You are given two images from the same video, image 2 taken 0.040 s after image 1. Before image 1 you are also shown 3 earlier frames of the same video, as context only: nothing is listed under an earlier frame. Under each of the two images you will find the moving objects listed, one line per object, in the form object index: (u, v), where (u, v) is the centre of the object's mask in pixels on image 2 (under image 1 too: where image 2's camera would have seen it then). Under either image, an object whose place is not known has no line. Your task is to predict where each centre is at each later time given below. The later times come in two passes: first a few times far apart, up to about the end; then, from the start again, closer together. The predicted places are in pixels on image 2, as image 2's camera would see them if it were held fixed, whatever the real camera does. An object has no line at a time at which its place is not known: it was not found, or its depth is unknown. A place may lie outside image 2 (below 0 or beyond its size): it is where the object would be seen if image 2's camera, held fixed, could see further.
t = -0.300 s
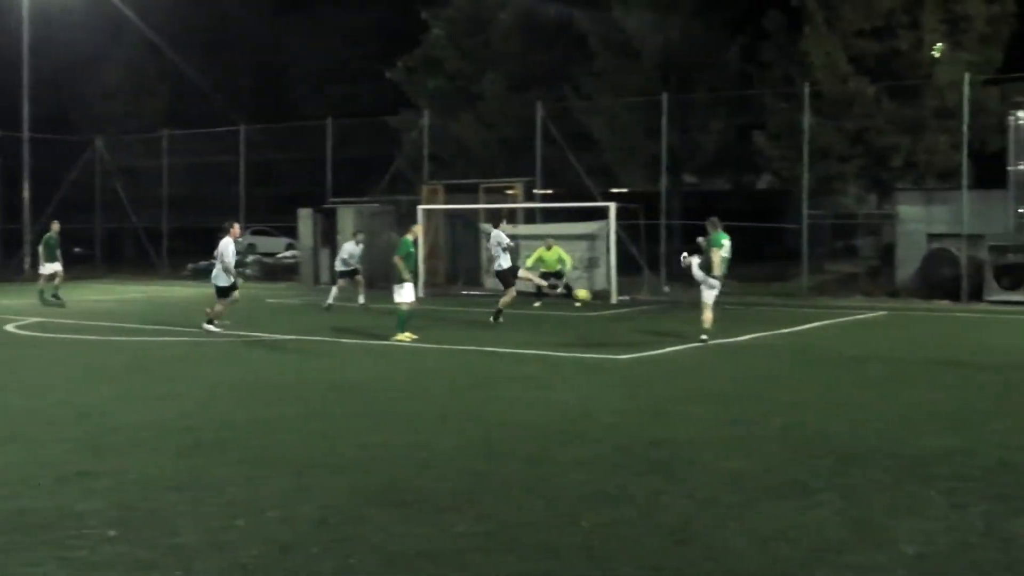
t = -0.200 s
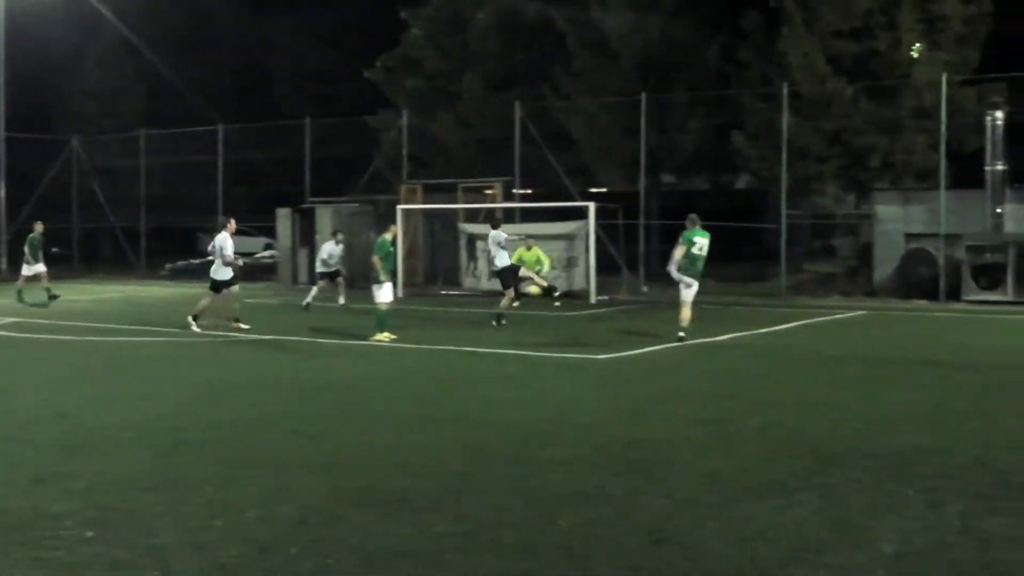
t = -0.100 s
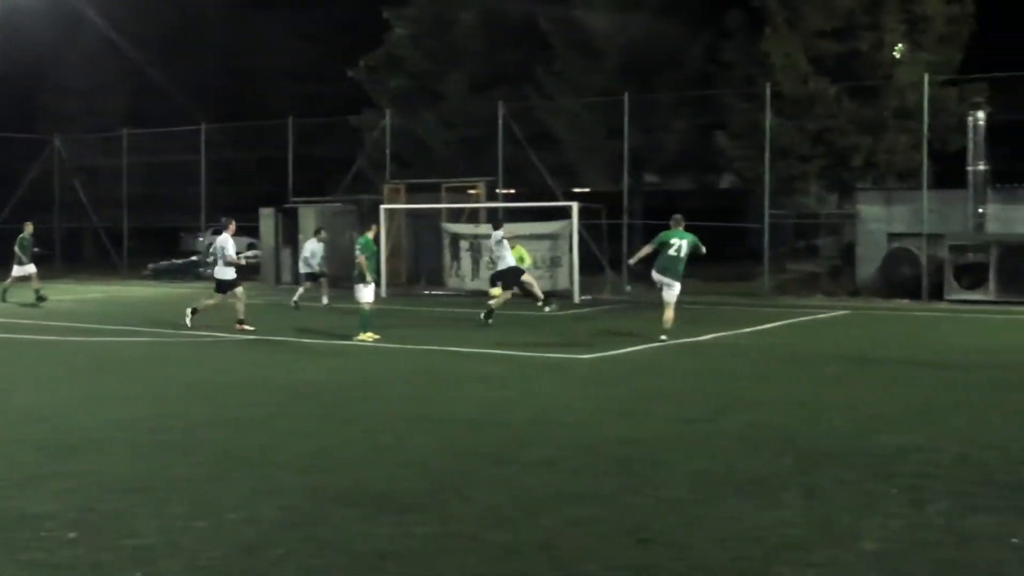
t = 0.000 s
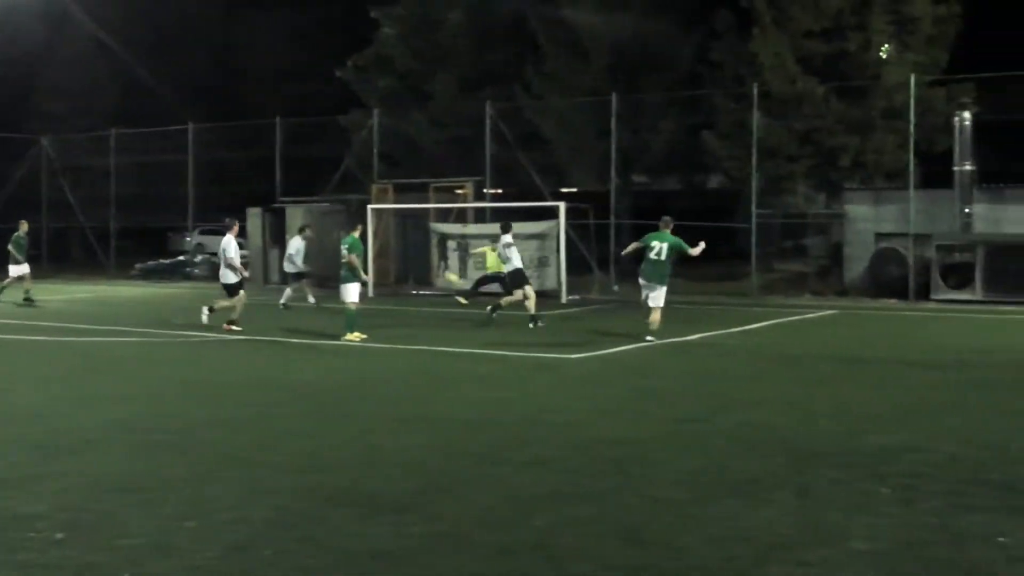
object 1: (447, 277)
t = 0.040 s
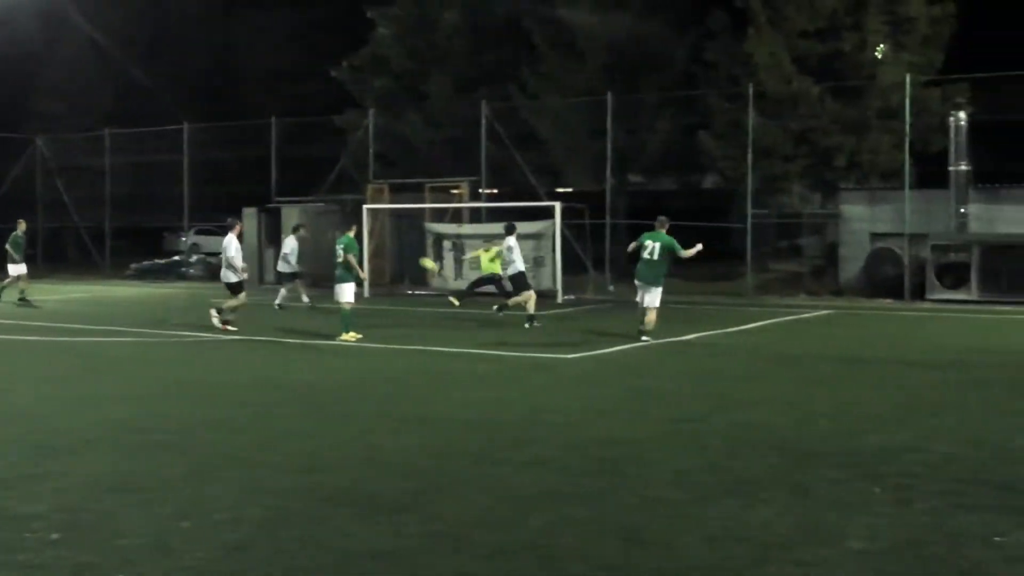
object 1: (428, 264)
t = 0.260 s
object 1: (315, 193)
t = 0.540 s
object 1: (141, 124)
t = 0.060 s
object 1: (419, 257)
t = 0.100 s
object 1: (400, 244)
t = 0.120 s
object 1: (389, 237)
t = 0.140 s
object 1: (379, 231)
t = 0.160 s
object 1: (370, 225)
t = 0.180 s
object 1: (357, 218)
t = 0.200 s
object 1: (348, 212)
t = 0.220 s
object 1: (338, 206)
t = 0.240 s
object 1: (326, 200)
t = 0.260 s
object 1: (315, 193)
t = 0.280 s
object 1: (303, 188)
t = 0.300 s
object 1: (292, 182)
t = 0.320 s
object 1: (281, 177)
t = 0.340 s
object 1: (269, 171)
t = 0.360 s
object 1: (257, 165)
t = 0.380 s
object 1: (246, 161)
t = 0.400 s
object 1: (233, 155)
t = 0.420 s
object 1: (221, 150)
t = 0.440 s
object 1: (208, 146)
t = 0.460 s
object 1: (196, 141)
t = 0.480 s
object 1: (182, 137)
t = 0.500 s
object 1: (169, 132)
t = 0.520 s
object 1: (156, 128)
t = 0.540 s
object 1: (141, 124)
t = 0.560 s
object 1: (127, 120)
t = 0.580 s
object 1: (112, 117)
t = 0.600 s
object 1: (97, 113)
